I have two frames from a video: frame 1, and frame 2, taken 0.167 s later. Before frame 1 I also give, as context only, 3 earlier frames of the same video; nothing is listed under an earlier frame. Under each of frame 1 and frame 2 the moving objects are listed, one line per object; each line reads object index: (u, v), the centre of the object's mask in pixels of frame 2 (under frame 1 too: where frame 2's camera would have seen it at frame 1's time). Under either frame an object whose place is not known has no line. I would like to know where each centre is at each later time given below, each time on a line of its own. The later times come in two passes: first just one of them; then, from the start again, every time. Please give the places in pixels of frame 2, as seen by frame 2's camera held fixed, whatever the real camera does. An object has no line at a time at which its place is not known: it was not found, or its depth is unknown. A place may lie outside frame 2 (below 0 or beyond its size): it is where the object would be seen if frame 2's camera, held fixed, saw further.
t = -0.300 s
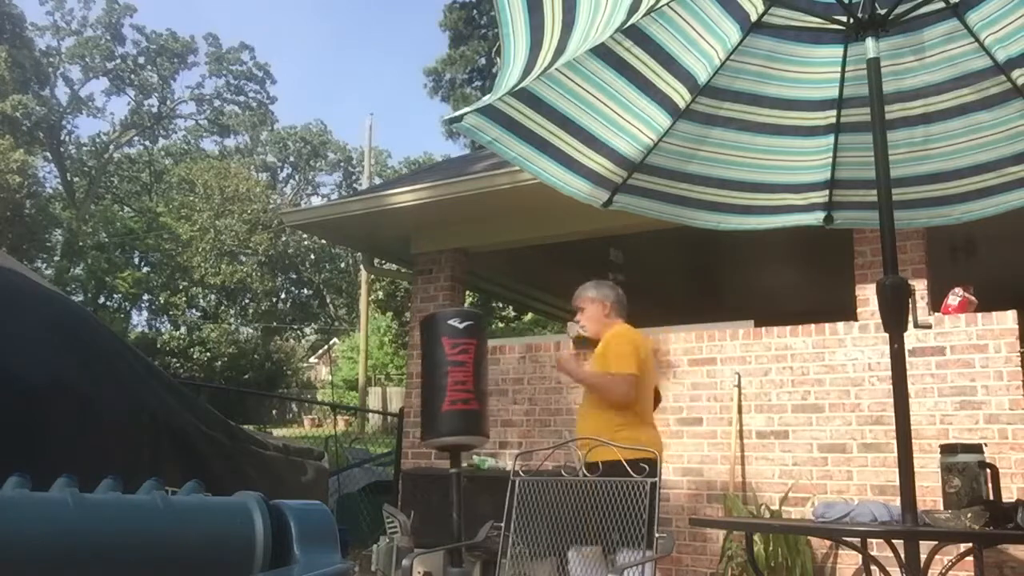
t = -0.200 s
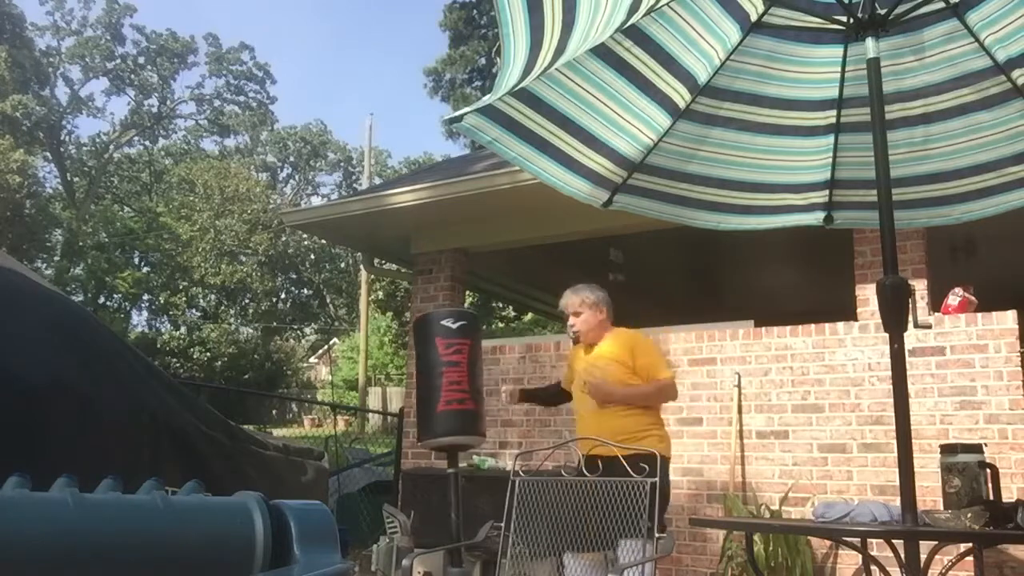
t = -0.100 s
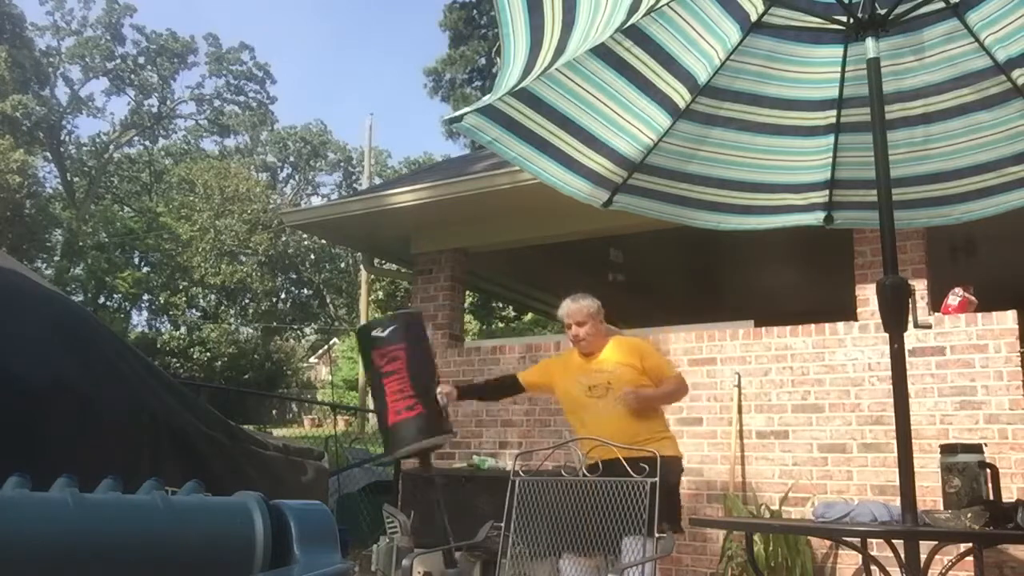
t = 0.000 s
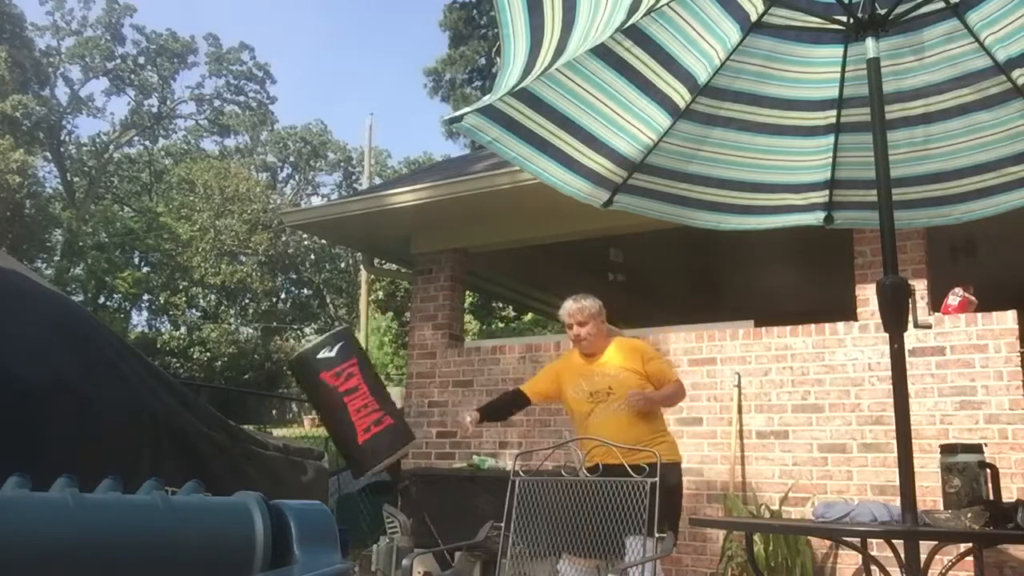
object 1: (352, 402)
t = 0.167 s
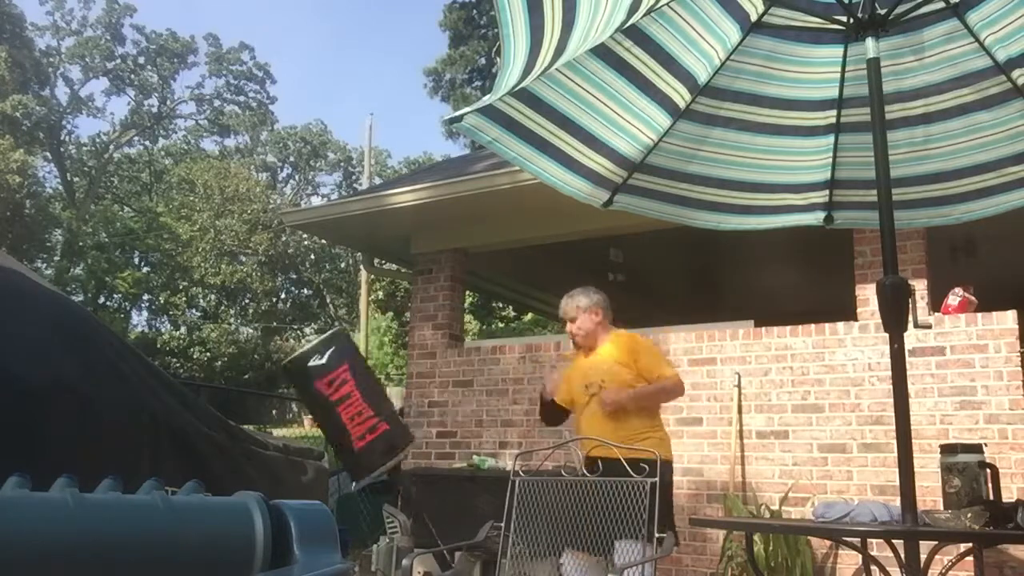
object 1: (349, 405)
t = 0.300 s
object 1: (414, 380)
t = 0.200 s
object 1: (360, 399)
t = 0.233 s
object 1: (375, 392)
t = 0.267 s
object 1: (394, 386)
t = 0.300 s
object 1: (414, 380)
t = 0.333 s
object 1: (436, 377)
